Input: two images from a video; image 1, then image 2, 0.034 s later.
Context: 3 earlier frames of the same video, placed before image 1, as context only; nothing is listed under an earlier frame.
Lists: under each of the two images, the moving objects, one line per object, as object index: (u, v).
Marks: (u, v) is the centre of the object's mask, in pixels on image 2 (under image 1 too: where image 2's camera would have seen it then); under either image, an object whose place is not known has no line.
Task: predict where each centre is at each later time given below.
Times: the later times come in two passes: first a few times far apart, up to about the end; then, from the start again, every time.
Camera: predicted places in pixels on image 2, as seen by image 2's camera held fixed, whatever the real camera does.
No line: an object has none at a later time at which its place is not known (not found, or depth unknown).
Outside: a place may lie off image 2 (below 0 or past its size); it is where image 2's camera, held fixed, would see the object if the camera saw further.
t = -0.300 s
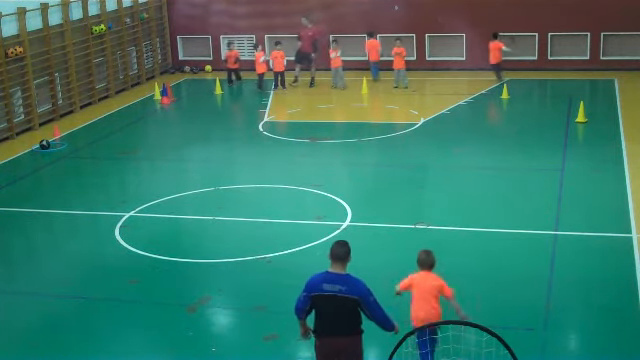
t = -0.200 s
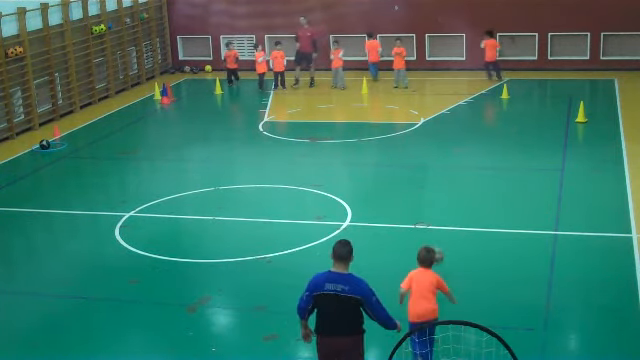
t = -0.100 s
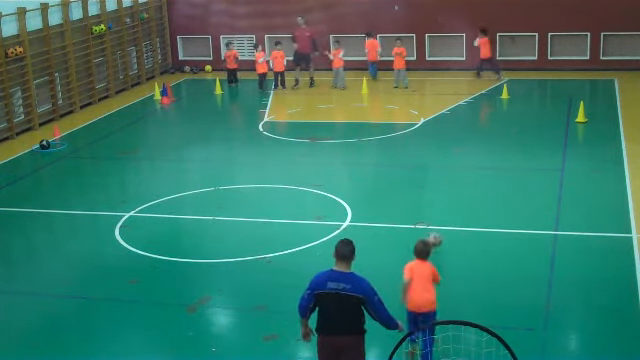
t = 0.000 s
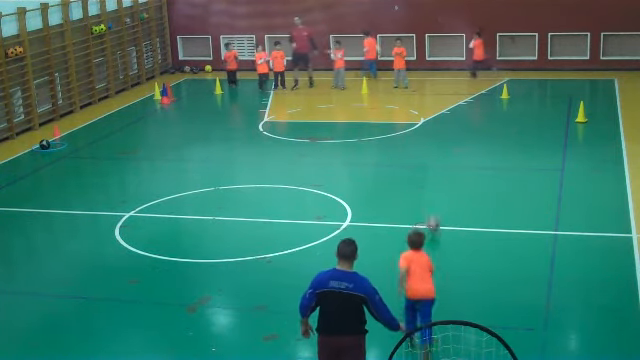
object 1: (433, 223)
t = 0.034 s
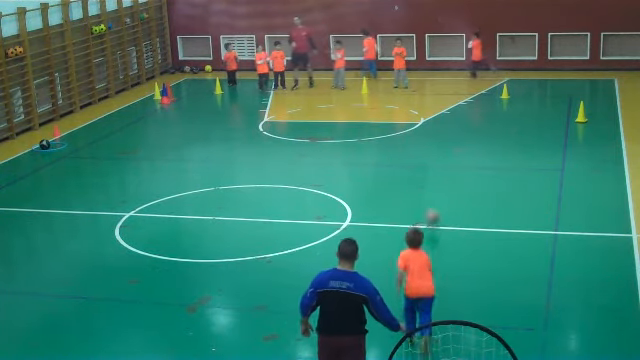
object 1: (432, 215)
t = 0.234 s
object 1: (430, 189)
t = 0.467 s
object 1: (428, 165)
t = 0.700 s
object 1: (426, 151)
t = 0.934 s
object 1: (424, 141)
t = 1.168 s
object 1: (423, 131)
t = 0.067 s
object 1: (431, 208)
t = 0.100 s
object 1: (431, 203)
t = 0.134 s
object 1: (431, 198)
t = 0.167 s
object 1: (430, 194)
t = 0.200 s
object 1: (430, 191)
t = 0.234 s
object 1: (430, 189)
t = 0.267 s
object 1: (430, 187)
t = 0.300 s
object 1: (429, 186)
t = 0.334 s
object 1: (429, 181)
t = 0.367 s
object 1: (429, 176)
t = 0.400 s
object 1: (429, 171)
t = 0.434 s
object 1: (427, 168)
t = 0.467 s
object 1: (428, 165)
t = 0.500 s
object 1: (427, 163)
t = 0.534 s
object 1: (427, 162)
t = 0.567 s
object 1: (427, 161)
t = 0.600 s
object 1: (427, 161)
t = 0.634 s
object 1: (426, 159)
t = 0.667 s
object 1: (426, 155)
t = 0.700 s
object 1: (426, 151)
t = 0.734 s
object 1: (425, 148)
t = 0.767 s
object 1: (425, 147)
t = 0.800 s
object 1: (425, 145)
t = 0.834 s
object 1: (425, 144)
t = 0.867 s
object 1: (425, 144)
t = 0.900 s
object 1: (425, 144)
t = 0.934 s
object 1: (424, 141)
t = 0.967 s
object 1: (424, 138)
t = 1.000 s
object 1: (424, 135)
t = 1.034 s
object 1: (423, 134)
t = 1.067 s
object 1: (423, 133)
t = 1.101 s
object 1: (423, 133)
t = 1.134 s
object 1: (423, 133)
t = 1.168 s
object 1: (423, 131)
